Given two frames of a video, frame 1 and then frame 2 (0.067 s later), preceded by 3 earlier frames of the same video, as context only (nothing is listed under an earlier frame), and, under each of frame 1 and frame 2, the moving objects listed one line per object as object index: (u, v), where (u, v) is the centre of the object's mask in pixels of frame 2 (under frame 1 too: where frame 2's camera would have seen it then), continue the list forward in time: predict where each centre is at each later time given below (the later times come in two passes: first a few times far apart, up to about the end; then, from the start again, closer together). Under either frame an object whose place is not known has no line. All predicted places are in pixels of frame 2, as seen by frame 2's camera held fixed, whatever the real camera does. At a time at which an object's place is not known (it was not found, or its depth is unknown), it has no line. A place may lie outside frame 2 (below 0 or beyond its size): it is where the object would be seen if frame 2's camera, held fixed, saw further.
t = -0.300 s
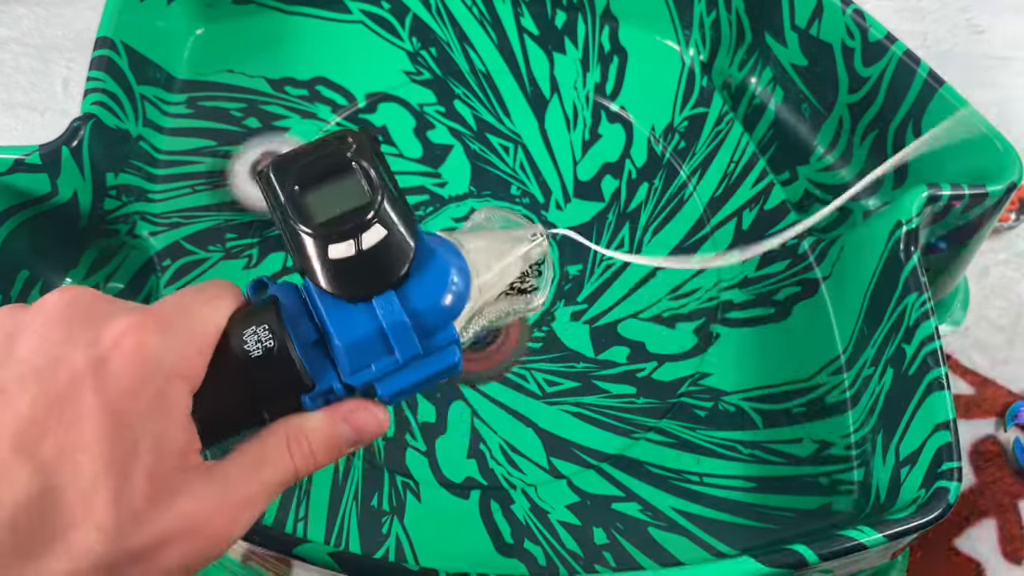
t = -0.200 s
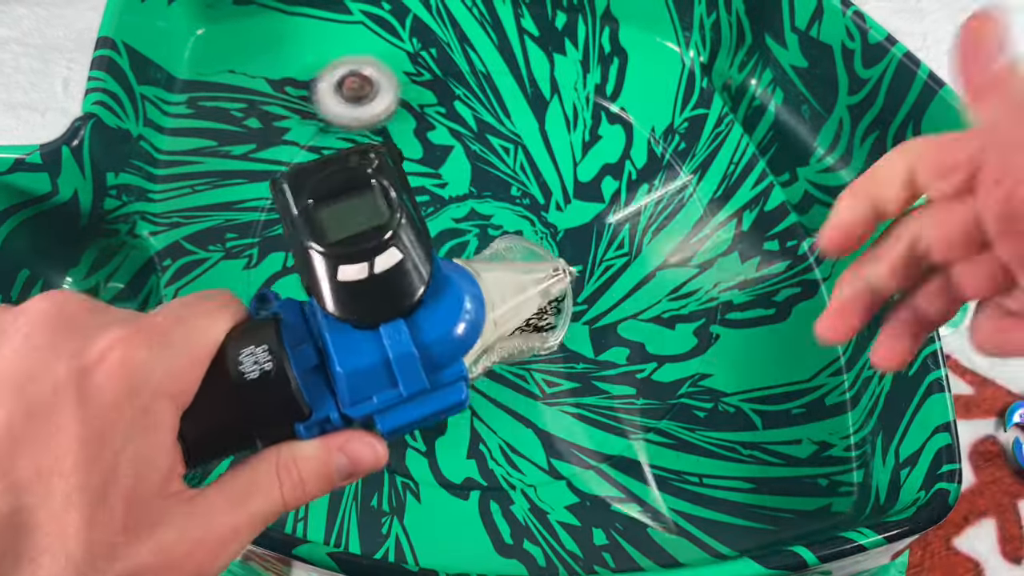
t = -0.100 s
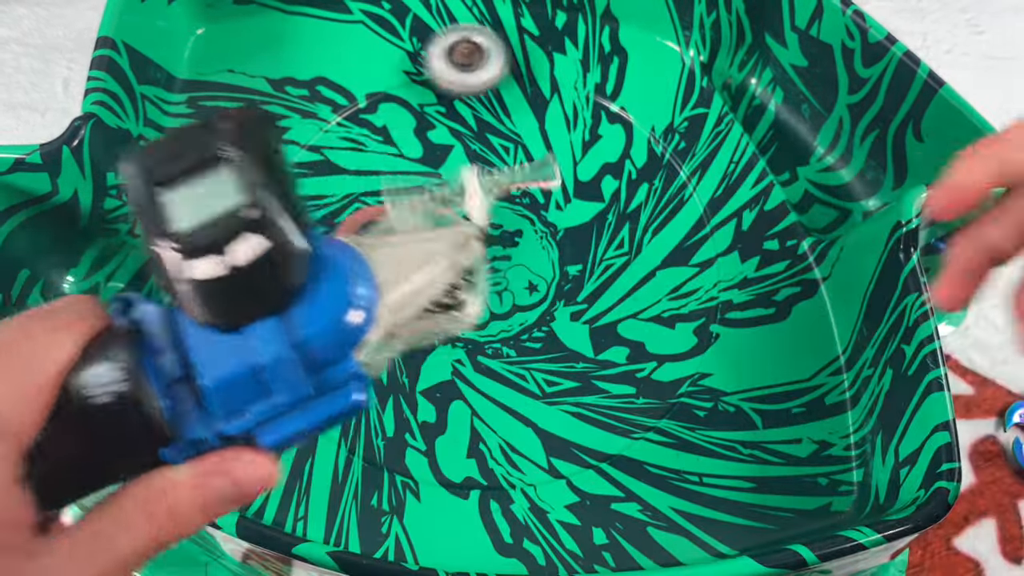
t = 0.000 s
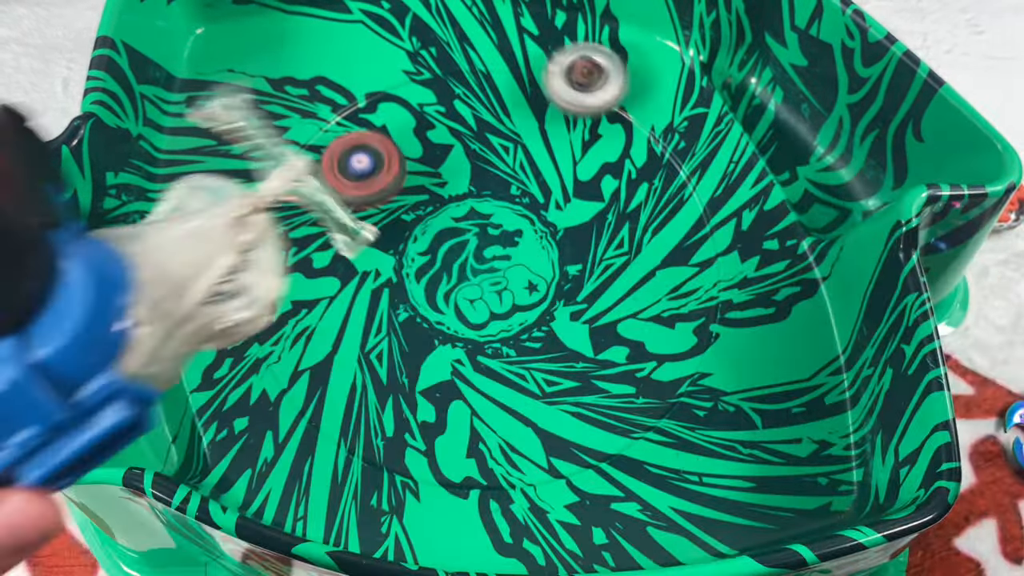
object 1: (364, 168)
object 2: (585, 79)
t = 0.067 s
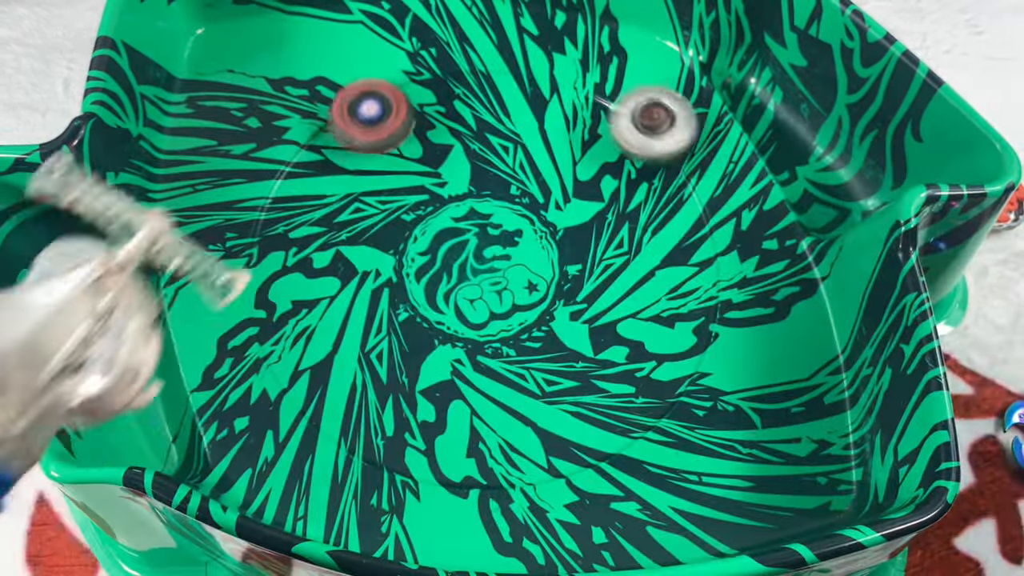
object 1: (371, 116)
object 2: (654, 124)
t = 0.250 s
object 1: (491, 71)
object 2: (706, 325)
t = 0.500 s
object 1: (710, 246)
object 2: (414, 457)
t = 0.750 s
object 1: (367, 446)
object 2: (257, 214)
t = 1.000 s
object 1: (300, 160)
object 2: (585, 26)
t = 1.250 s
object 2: (672, 149)
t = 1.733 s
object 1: (585, 332)
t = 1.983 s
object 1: (568, 265)
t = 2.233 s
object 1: (613, 221)
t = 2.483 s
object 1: (632, 256)
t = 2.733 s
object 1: (596, 340)
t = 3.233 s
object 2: (620, 303)
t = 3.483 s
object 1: (536, 204)
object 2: (668, 376)
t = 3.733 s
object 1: (629, 140)
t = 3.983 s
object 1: (703, 262)
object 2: (510, 201)
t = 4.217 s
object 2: (557, 116)
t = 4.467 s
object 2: (621, 140)
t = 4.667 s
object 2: (559, 231)
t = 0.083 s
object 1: (375, 105)
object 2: (667, 139)
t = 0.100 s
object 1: (381, 93)
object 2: (678, 154)
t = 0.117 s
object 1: (388, 81)
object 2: (688, 171)
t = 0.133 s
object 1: (397, 71)
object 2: (697, 189)
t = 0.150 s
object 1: (409, 63)
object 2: (704, 207)
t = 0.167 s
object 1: (420, 59)
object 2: (712, 226)
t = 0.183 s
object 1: (433, 58)
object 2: (716, 245)
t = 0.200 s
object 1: (446, 60)
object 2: (717, 264)
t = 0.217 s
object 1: (460, 64)
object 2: (714, 284)
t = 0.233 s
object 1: (475, 68)
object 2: (711, 305)
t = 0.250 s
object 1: (491, 71)
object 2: (706, 325)
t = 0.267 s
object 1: (508, 75)
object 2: (698, 345)
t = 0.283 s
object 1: (524, 80)
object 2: (687, 363)
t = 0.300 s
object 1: (541, 85)
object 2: (673, 381)
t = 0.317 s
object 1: (560, 90)
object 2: (658, 398)
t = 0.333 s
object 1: (578, 97)
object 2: (641, 415)
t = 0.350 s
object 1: (597, 104)
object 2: (623, 426)
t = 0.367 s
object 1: (616, 113)
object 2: (601, 439)
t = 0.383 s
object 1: (635, 123)
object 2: (581, 448)
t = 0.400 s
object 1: (654, 136)
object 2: (558, 455)
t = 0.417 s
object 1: (670, 148)
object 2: (535, 461)
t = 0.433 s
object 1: (685, 162)
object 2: (511, 465)
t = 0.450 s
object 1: (697, 179)
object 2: (487, 466)
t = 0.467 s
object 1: (704, 200)
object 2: (462, 466)
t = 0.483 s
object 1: (708, 223)
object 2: (437, 462)
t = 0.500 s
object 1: (710, 246)
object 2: (414, 457)
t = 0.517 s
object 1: (710, 271)
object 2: (391, 449)
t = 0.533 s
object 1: (707, 296)
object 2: (369, 439)
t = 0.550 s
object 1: (702, 322)
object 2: (349, 427)
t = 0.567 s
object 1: (693, 350)
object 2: (328, 414)
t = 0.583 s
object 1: (683, 374)
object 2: (311, 400)
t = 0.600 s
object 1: (666, 397)
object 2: (296, 384)
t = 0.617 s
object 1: (644, 419)
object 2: (284, 366)
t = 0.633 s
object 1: (616, 436)
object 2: (272, 347)
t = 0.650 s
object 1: (585, 450)
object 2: (263, 328)
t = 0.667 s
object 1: (551, 460)
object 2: (258, 308)
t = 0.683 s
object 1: (515, 468)
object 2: (254, 288)
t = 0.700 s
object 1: (478, 471)
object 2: (251, 269)
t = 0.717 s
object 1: (439, 468)
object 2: (251, 251)
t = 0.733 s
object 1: (402, 460)
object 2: (253, 233)
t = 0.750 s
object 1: (367, 446)
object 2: (257, 214)
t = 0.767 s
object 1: (336, 426)
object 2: (264, 198)
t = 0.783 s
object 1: (308, 400)
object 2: (271, 180)
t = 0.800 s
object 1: (284, 372)
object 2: (279, 164)
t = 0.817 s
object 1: (266, 342)
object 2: (290, 149)
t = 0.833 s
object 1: (254, 309)
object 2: (302, 135)
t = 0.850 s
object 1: (248, 274)
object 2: (316, 121)
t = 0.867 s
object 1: (250, 243)
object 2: (331, 111)
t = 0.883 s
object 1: (259, 212)
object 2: (347, 101)
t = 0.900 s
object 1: (272, 181)
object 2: (362, 91)
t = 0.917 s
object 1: (290, 153)
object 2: (378, 83)
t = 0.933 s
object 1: (314, 124)
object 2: (395, 76)
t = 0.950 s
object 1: (333, 109)
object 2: (415, 68)
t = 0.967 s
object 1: (320, 124)
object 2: (473, 32)
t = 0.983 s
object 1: (310, 140)
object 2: (532, 20)
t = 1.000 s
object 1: (300, 160)
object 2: (585, 26)
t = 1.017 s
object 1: (292, 175)
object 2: (650, 30)
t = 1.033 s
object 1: (285, 190)
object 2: (710, 39)
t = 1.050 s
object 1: (278, 204)
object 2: (771, 52)
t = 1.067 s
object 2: (829, 76)
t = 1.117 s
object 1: (250, 253)
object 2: (876, 135)
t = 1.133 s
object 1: (246, 262)
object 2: (854, 121)
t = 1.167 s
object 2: (803, 120)
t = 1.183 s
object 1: (263, 300)
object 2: (781, 126)
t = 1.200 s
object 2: (756, 134)
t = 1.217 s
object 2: (728, 138)
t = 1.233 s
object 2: (701, 143)
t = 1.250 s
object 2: (672, 149)
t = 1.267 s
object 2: (645, 156)
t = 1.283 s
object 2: (618, 162)
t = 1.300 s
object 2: (591, 168)
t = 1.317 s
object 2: (565, 174)
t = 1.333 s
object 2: (539, 180)
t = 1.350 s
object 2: (514, 185)
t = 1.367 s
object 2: (490, 190)
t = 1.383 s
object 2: (466, 194)
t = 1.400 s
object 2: (443, 199)
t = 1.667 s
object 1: (568, 355)
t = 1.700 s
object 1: (578, 343)
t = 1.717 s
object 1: (581, 338)
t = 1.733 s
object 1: (585, 332)
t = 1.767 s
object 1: (589, 322)
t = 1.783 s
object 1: (590, 317)
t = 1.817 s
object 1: (591, 306)
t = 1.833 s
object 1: (591, 300)
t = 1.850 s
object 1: (590, 296)
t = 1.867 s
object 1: (589, 291)
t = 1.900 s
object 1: (585, 282)
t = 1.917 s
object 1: (582, 279)
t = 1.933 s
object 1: (579, 275)
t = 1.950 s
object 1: (575, 271)
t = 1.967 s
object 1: (572, 268)
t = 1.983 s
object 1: (568, 265)
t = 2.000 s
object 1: (564, 263)
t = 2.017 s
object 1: (560, 260)
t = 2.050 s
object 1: (550, 256)
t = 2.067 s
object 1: (553, 253)
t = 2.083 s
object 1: (560, 247)
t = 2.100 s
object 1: (567, 244)
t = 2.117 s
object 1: (574, 239)
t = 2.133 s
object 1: (581, 235)
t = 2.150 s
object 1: (588, 232)
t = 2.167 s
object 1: (593, 228)
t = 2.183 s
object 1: (599, 225)
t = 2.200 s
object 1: (604, 224)
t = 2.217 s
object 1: (609, 222)
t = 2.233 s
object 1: (613, 221)
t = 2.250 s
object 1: (617, 220)
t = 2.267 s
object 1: (620, 220)
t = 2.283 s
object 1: (624, 219)
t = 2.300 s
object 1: (626, 221)
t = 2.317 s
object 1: (628, 222)
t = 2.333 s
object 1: (630, 224)
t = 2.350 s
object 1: (632, 226)
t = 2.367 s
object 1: (633, 228)
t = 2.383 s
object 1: (634, 231)
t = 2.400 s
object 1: (635, 234)
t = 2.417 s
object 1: (634, 238)
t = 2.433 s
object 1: (634, 242)
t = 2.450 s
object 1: (634, 246)
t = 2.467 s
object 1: (633, 251)
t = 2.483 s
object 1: (632, 256)
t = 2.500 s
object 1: (631, 261)
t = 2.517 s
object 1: (629, 267)
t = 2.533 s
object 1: (627, 272)
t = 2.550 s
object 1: (625, 278)
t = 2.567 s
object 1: (622, 284)
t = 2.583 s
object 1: (620, 289)
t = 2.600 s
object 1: (617, 295)
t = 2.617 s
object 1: (614, 301)
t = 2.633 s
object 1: (611, 306)
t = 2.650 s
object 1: (609, 312)
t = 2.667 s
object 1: (605, 318)
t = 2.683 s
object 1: (603, 324)
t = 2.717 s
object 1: (598, 334)
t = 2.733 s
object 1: (596, 340)
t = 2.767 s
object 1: (593, 349)
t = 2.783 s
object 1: (592, 354)
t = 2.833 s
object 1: (589, 366)
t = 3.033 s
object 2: (503, 278)
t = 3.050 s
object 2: (514, 278)
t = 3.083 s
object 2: (536, 280)
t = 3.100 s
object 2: (546, 281)
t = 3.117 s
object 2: (556, 282)
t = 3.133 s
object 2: (566, 284)
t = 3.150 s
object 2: (576, 287)
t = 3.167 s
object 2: (585, 290)
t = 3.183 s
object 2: (595, 292)
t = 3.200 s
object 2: (603, 296)
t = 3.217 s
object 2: (612, 300)
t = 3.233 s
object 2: (620, 303)
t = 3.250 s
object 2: (629, 307)
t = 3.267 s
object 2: (637, 311)
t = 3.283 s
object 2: (644, 316)
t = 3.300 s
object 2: (652, 321)
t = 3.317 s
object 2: (659, 325)
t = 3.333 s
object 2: (665, 331)
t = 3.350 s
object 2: (670, 337)
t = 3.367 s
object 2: (675, 343)
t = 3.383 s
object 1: (516, 263)
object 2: (679, 349)
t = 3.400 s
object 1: (518, 252)
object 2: (683, 355)
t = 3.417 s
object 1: (521, 242)
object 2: (686, 361)
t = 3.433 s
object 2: (685, 365)
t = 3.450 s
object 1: (527, 222)
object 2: (681, 370)
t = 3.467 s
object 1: (531, 213)
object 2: (675, 374)
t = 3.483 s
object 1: (536, 204)
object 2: (668, 376)
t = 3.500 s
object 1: (540, 195)
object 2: (660, 379)
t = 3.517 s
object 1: (545, 187)
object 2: (652, 381)
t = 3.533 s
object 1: (550, 180)
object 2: (643, 382)
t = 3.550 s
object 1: (556, 173)
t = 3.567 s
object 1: (562, 167)
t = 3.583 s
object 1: (568, 161)
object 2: (617, 383)
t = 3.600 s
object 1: (574, 156)
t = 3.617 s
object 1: (581, 151)
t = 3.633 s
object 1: (588, 147)
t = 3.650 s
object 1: (594, 144)
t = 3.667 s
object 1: (601, 142)
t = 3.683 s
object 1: (608, 140)
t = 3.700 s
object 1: (615, 139)
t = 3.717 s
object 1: (622, 139)
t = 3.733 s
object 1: (629, 140)
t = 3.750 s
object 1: (636, 141)
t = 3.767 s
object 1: (644, 144)
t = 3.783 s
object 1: (650, 146)
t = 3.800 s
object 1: (658, 151)
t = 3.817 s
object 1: (665, 156)
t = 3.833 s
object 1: (671, 162)
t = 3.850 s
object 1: (678, 168)
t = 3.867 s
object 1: (684, 177)
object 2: (513, 265)
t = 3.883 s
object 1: (689, 185)
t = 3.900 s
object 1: (693, 195)
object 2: (510, 245)
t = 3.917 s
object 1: (697, 206)
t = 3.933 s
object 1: (701, 219)
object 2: (508, 227)
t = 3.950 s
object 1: (703, 232)
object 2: (508, 218)
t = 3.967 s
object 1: (704, 246)
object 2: (509, 209)
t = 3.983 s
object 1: (703, 262)
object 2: (510, 201)
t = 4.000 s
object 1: (701, 278)
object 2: (511, 193)
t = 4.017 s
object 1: (695, 295)
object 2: (513, 185)
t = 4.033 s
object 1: (688, 311)
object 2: (514, 177)
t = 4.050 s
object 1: (678, 328)
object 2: (517, 170)
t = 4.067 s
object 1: (666, 344)
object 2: (519, 164)
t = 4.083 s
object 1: (653, 357)
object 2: (522, 157)
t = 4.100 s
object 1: (637, 370)
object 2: (526, 150)
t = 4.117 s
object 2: (530, 144)
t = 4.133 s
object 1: (601, 390)
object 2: (534, 139)
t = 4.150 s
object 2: (538, 133)
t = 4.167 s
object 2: (543, 128)
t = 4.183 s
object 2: (547, 124)
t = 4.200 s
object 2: (552, 120)
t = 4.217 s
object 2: (557, 116)
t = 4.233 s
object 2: (562, 113)
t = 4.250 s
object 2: (567, 111)
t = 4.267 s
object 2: (572, 108)
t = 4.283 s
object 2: (577, 107)
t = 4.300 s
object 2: (583, 106)
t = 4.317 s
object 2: (588, 105)
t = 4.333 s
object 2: (593, 106)
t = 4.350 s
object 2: (599, 107)
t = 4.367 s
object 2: (603, 109)
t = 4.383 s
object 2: (608, 112)
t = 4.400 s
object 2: (612, 116)
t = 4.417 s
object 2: (615, 121)
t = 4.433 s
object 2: (618, 126)
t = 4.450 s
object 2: (620, 133)
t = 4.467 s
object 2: (621, 140)
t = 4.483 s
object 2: (621, 147)
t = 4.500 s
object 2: (619, 155)
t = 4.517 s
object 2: (617, 163)
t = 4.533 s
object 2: (614, 172)
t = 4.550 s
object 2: (610, 180)
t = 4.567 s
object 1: (283, 119)
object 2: (605, 188)
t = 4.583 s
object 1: (288, 102)
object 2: (599, 196)
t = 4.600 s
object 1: (295, 85)
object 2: (592, 204)
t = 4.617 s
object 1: (302, 67)
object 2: (585, 212)
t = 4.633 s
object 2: (577, 218)
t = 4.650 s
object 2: (568, 225)
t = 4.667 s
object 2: (559, 231)
